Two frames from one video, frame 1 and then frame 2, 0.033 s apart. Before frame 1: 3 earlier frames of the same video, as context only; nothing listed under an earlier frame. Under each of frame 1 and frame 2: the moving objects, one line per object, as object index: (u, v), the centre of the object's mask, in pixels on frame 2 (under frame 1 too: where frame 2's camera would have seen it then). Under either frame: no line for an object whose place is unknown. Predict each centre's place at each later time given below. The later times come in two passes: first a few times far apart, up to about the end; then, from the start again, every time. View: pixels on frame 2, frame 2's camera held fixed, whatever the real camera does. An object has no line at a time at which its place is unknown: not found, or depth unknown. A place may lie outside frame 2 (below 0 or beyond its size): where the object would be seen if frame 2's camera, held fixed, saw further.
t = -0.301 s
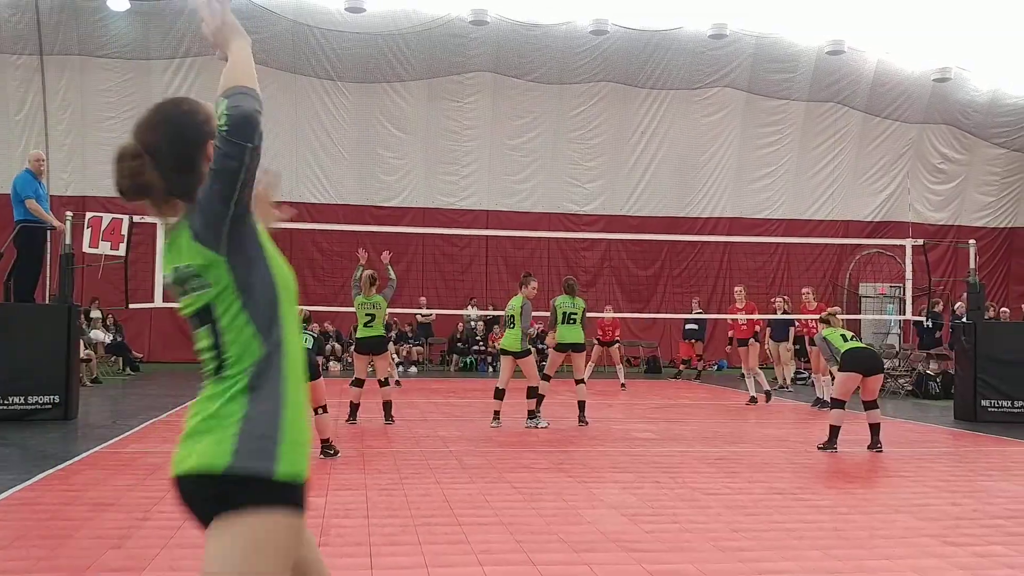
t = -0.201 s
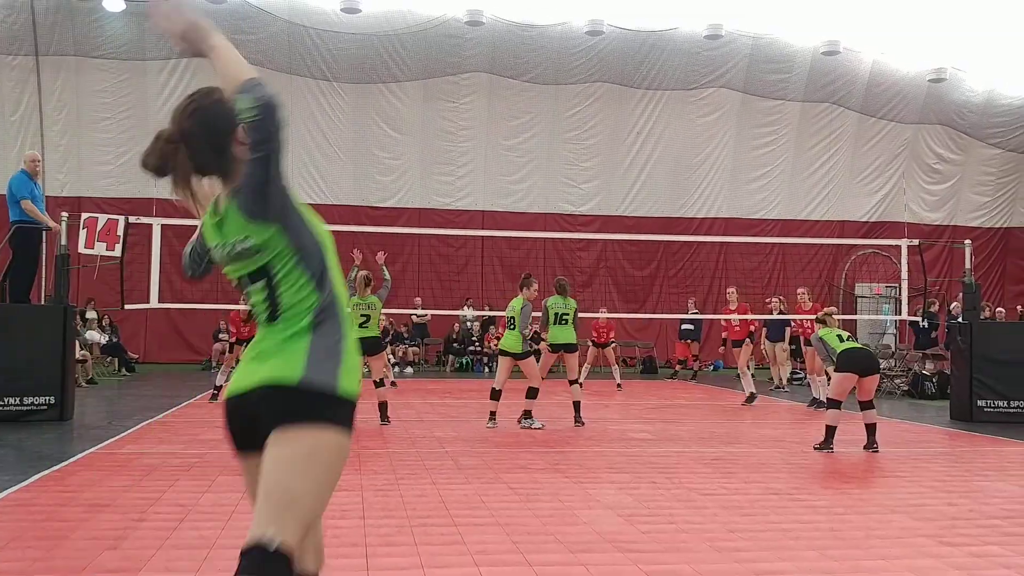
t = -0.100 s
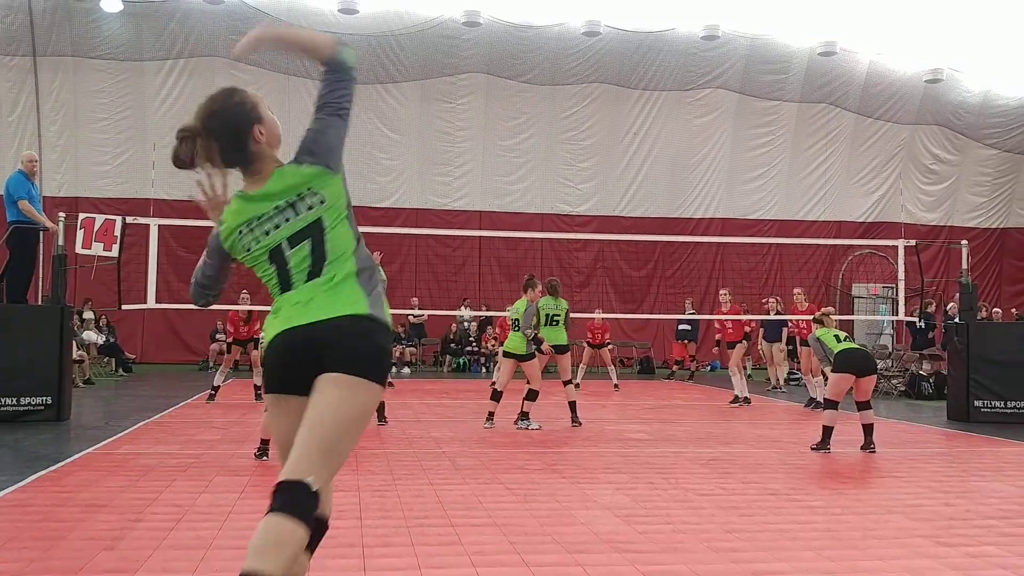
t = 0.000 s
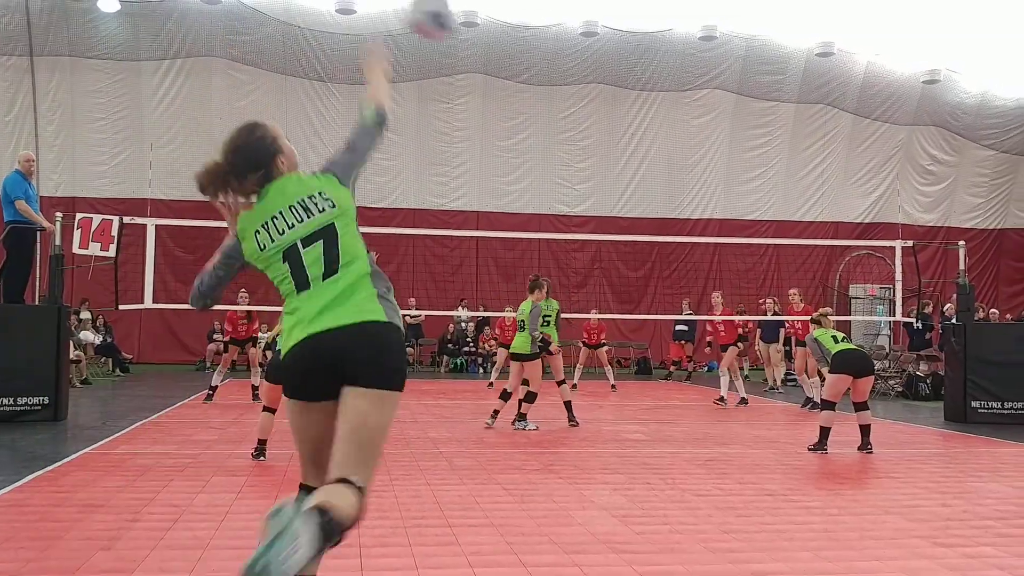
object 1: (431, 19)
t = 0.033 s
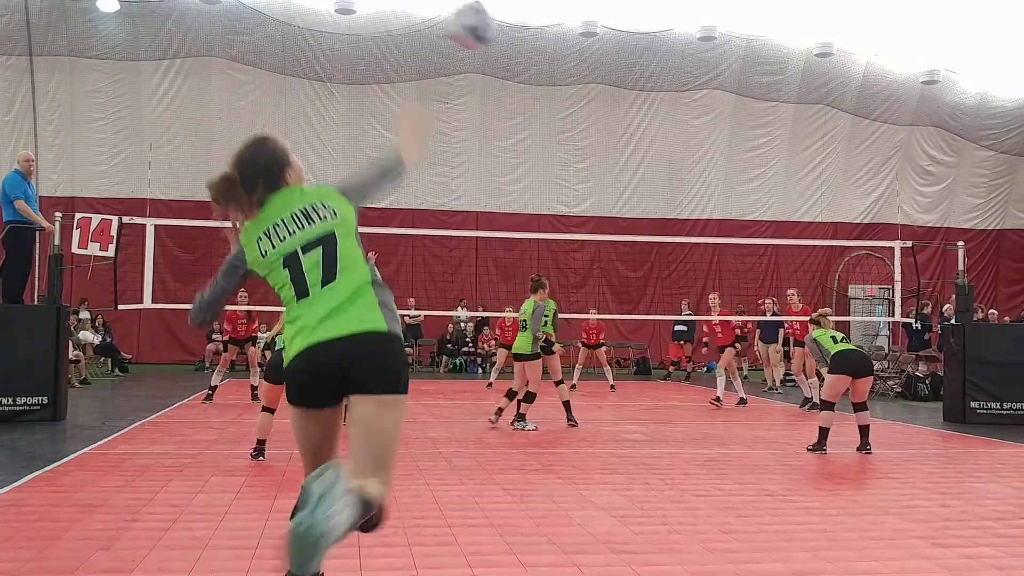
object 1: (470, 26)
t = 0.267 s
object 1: (610, 106)
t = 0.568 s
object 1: (665, 210)
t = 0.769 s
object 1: (678, 282)
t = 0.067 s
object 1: (504, 37)
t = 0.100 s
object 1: (529, 48)
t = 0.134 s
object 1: (552, 58)
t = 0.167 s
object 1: (570, 69)
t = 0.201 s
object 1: (586, 82)
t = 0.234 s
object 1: (598, 94)
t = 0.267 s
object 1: (610, 106)
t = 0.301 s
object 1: (620, 118)
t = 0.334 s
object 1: (628, 130)
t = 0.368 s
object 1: (636, 142)
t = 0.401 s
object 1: (643, 154)
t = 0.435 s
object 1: (648, 165)
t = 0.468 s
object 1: (653, 176)
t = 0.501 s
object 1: (658, 187)
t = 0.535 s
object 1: (662, 199)
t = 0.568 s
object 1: (665, 210)
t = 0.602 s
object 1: (668, 222)
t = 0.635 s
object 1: (671, 231)
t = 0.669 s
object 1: (673, 247)
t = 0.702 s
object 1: (675, 257)
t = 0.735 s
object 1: (677, 269)
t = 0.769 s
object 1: (678, 282)
